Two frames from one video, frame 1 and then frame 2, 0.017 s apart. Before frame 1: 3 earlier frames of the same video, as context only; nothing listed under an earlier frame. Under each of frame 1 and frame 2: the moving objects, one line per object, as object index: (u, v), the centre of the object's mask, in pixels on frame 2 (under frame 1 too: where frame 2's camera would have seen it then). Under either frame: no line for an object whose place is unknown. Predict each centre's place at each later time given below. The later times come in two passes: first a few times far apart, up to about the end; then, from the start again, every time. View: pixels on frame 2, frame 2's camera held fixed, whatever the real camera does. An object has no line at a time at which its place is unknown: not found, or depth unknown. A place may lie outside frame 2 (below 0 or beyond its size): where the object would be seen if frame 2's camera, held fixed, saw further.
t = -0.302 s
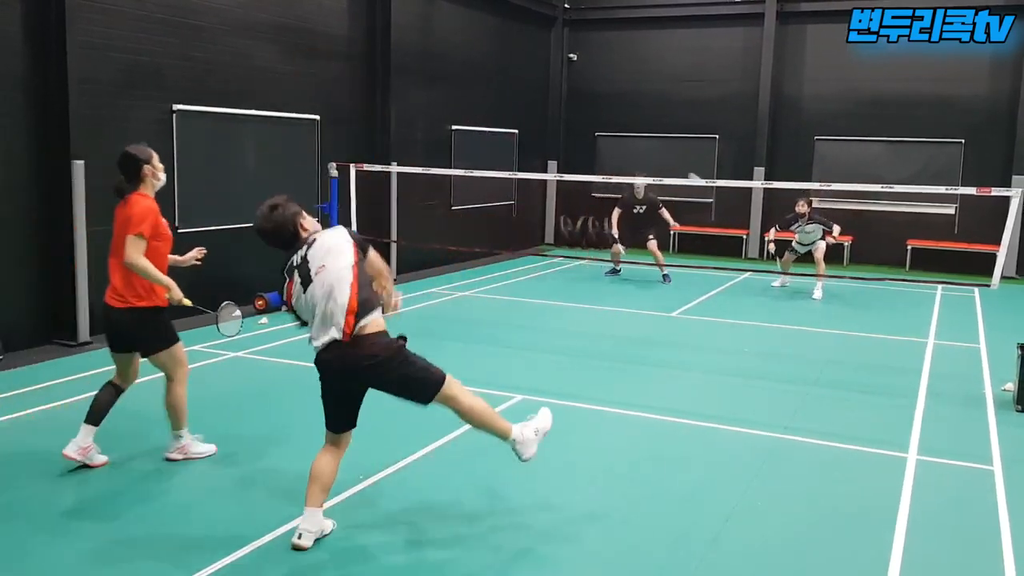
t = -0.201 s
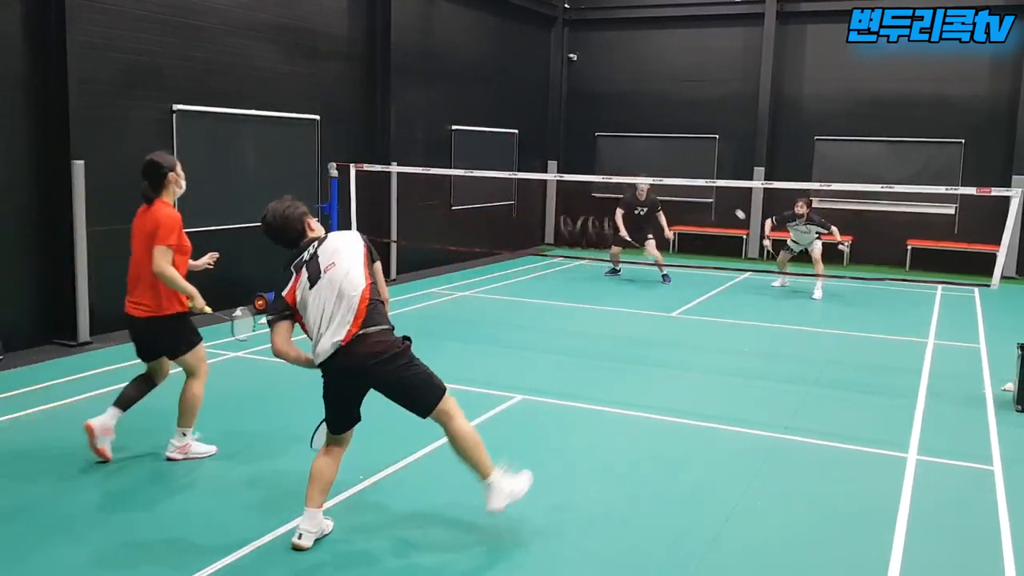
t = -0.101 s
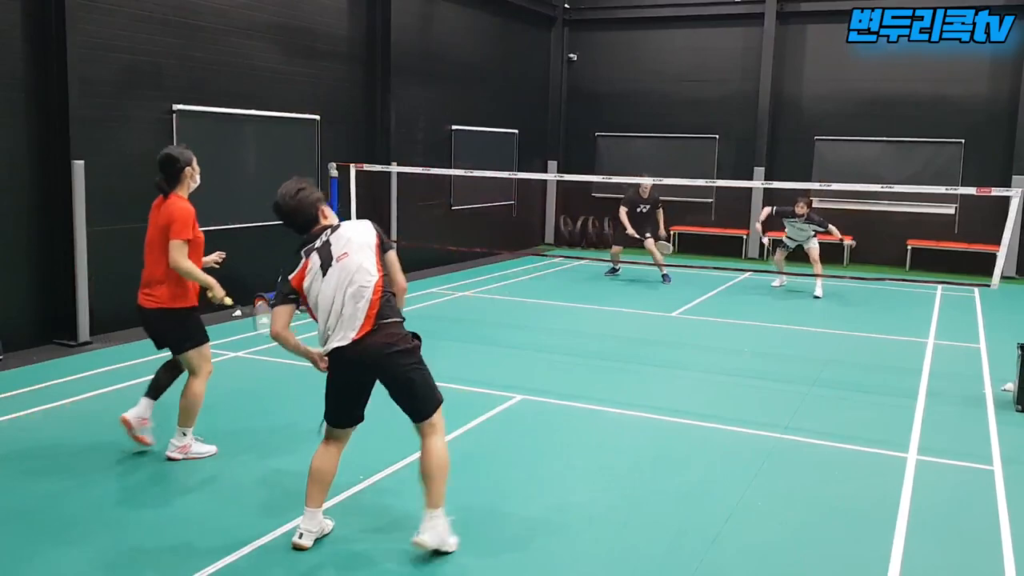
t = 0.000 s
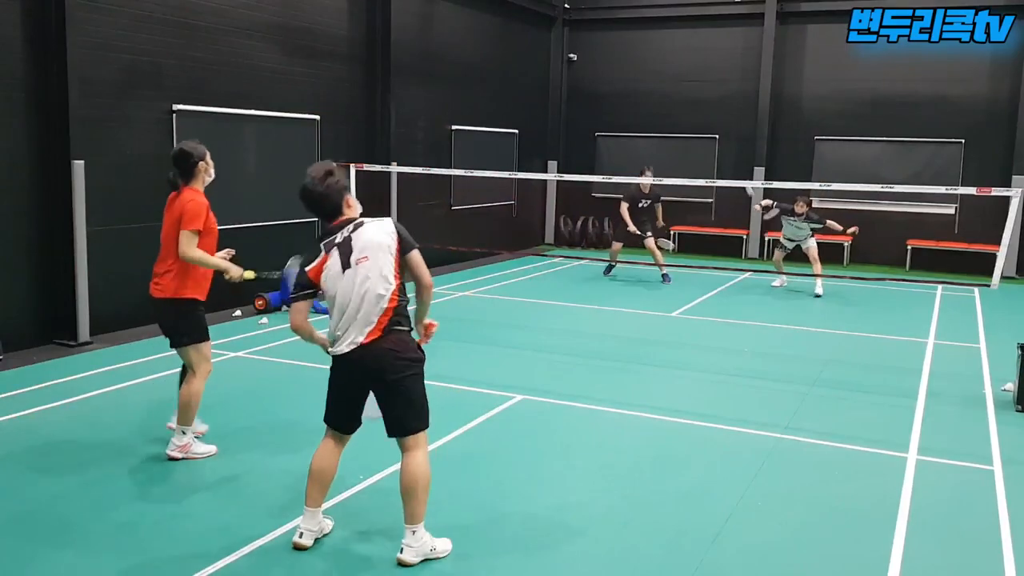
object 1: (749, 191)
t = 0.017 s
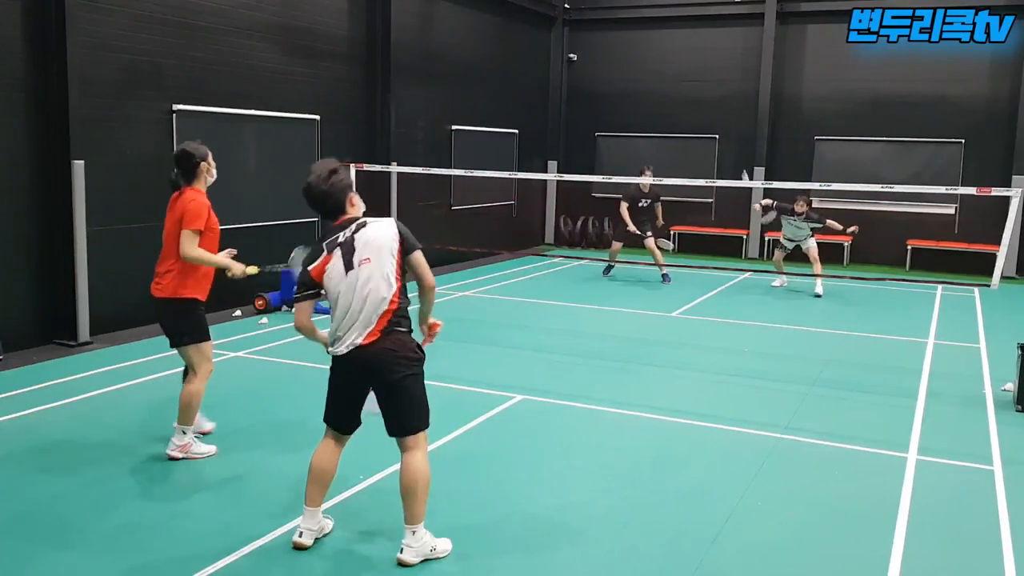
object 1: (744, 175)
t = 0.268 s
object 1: (695, 70)
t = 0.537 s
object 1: (640, 37)
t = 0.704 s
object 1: (601, 63)
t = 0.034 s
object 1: (743, 168)
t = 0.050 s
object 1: (740, 158)
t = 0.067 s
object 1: (736, 149)
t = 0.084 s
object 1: (733, 140)
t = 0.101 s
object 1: (729, 132)
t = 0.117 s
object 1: (725, 125)
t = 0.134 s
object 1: (721, 117)
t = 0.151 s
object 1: (718, 111)
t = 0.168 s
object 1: (715, 104)
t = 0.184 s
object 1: (711, 98)
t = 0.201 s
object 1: (708, 92)
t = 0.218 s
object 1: (705, 86)
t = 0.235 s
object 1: (702, 80)
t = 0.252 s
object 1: (698, 75)
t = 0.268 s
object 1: (695, 70)
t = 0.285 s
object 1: (692, 65)
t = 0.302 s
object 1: (688, 61)
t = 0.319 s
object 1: (685, 57)
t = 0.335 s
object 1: (682, 54)
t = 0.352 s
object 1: (678, 51)
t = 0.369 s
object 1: (675, 47)
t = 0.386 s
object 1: (671, 45)
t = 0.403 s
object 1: (668, 43)
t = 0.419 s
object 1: (664, 41)
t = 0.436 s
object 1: (661, 39)
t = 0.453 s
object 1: (657, 38)
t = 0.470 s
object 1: (654, 37)
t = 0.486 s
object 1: (650, 37)
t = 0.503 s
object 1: (647, 36)
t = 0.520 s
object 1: (643, 36)
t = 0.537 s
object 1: (640, 37)
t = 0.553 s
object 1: (636, 38)
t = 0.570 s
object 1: (632, 39)
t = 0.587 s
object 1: (628, 41)
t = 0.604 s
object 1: (625, 43)
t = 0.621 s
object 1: (621, 45)
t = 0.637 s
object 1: (617, 48)
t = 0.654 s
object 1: (613, 51)
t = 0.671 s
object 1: (609, 54)
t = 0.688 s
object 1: (605, 58)
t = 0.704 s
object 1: (601, 63)
